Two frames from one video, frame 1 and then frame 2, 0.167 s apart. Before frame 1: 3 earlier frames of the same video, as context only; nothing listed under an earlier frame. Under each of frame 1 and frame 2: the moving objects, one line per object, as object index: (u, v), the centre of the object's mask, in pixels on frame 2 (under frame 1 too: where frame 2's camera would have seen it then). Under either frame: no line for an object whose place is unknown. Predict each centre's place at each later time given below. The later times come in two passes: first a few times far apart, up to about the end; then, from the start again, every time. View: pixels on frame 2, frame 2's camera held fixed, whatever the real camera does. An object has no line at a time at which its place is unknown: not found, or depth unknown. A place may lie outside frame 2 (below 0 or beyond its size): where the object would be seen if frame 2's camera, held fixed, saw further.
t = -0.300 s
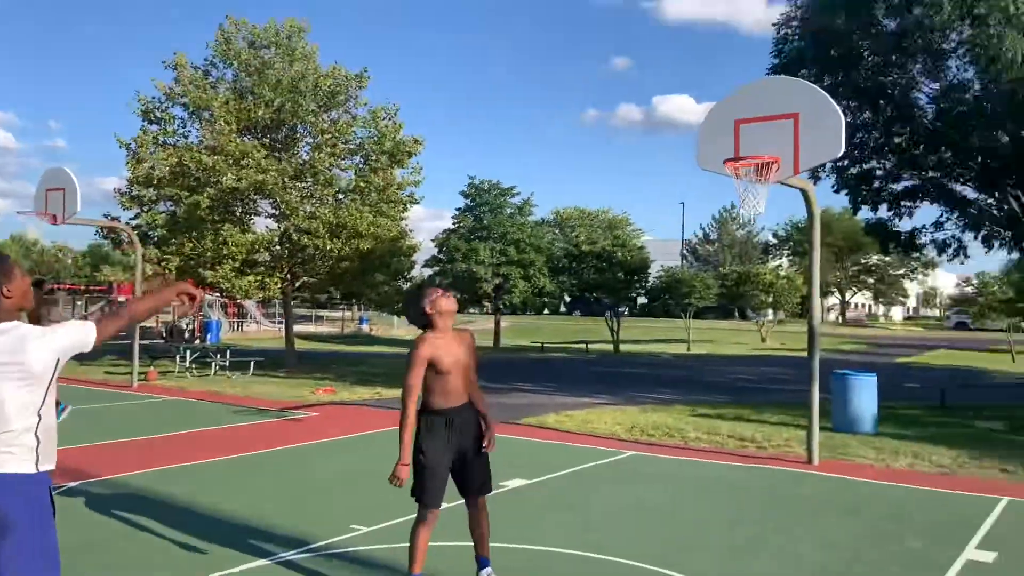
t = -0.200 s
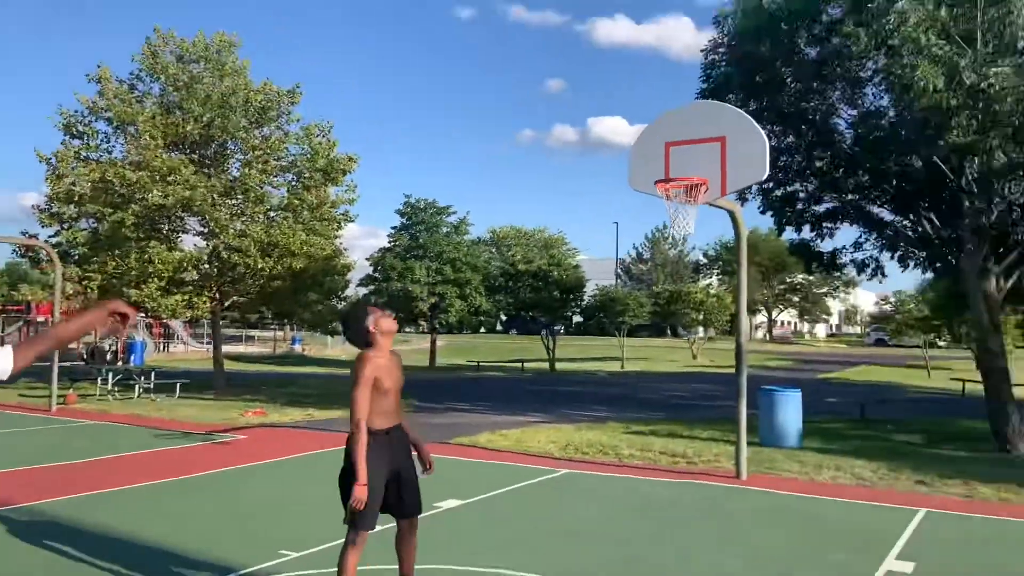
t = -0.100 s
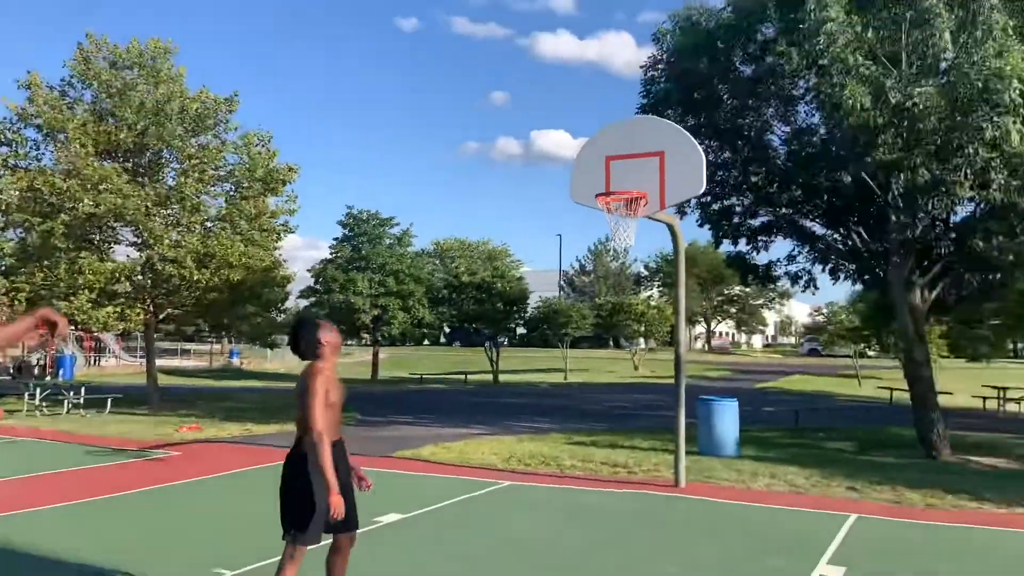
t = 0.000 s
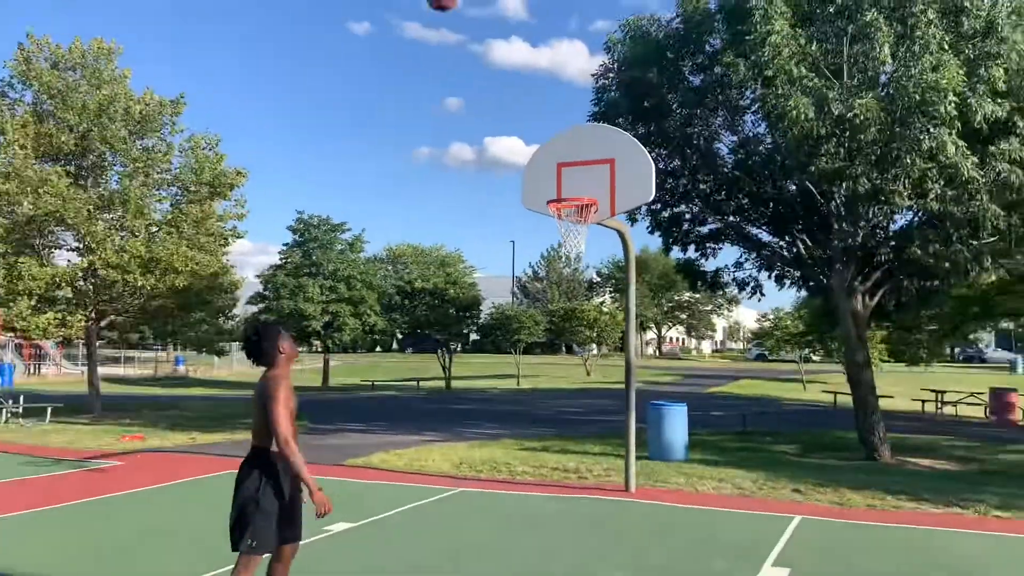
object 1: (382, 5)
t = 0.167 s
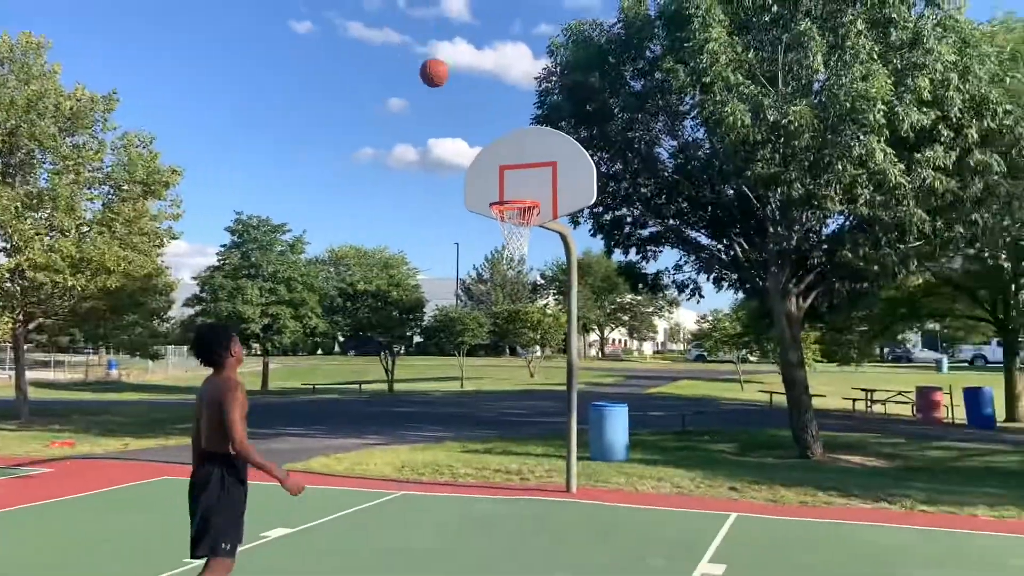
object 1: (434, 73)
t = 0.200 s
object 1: (443, 90)
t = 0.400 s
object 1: (481, 190)
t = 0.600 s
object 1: (416, 130)
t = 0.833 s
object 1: (341, 115)
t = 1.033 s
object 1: (278, 144)
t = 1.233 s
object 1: (215, 211)
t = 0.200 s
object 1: (443, 90)
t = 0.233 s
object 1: (451, 108)
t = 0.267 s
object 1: (460, 127)
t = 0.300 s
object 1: (468, 146)
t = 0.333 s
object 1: (475, 165)
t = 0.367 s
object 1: (482, 185)
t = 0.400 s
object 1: (481, 190)
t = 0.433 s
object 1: (471, 177)
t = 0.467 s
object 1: (459, 166)
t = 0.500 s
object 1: (448, 155)
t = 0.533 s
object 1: (437, 146)
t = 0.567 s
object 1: (426, 138)
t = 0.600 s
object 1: (416, 130)
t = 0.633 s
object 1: (405, 125)
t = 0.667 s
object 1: (394, 120)
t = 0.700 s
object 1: (384, 116)
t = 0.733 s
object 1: (373, 114)
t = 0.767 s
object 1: (362, 113)
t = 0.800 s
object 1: (352, 114)
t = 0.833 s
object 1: (341, 115)
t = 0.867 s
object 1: (331, 117)
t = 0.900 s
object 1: (320, 121)
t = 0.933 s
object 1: (309, 125)
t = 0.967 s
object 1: (299, 130)
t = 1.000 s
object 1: (288, 136)
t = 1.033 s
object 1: (278, 144)
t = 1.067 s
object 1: (267, 153)
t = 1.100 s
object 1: (256, 162)
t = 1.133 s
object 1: (246, 173)
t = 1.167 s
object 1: (235, 184)
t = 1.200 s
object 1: (225, 197)
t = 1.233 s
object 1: (215, 211)
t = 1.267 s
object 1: (205, 226)
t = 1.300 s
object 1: (194, 242)
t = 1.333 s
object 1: (184, 259)
